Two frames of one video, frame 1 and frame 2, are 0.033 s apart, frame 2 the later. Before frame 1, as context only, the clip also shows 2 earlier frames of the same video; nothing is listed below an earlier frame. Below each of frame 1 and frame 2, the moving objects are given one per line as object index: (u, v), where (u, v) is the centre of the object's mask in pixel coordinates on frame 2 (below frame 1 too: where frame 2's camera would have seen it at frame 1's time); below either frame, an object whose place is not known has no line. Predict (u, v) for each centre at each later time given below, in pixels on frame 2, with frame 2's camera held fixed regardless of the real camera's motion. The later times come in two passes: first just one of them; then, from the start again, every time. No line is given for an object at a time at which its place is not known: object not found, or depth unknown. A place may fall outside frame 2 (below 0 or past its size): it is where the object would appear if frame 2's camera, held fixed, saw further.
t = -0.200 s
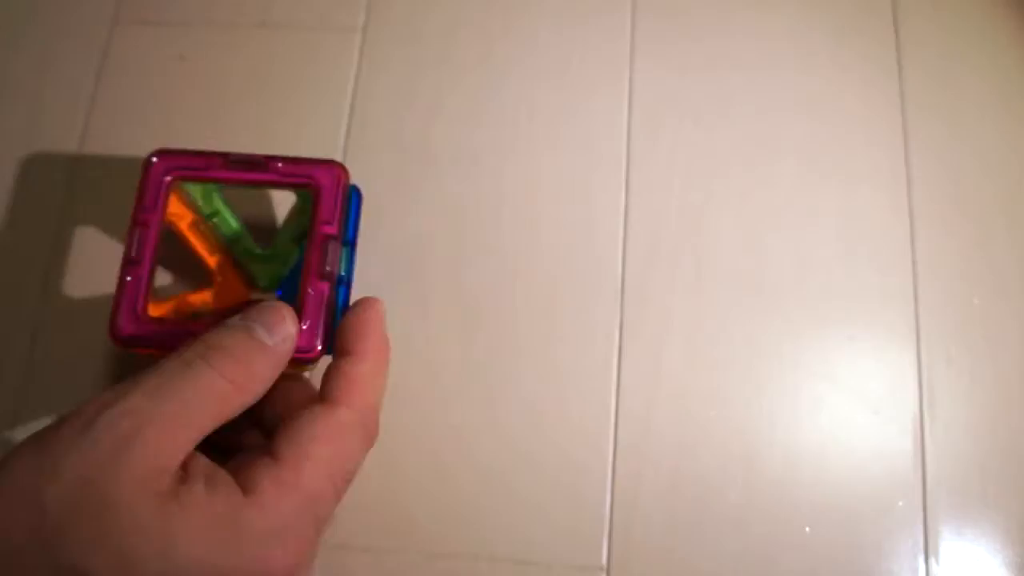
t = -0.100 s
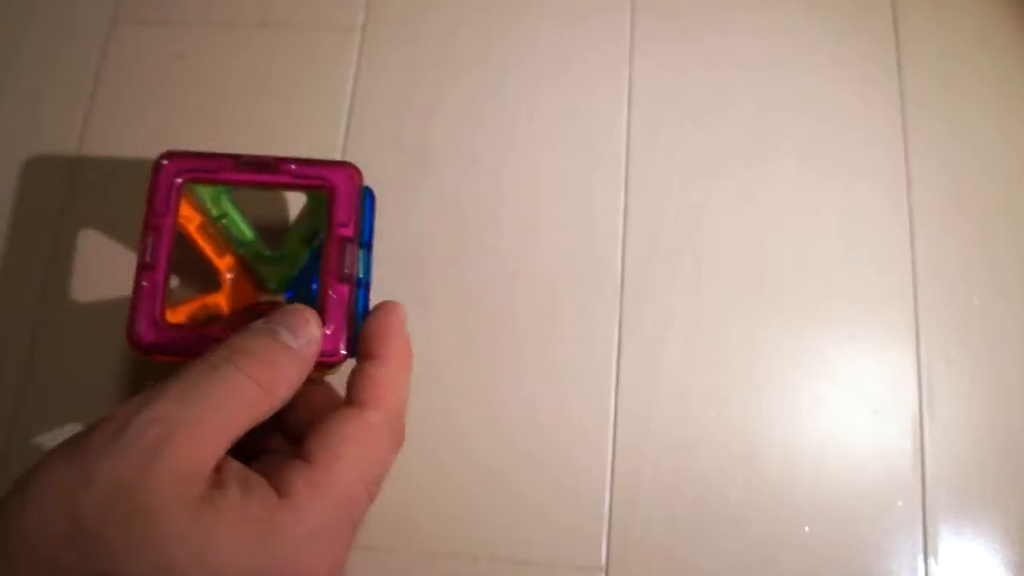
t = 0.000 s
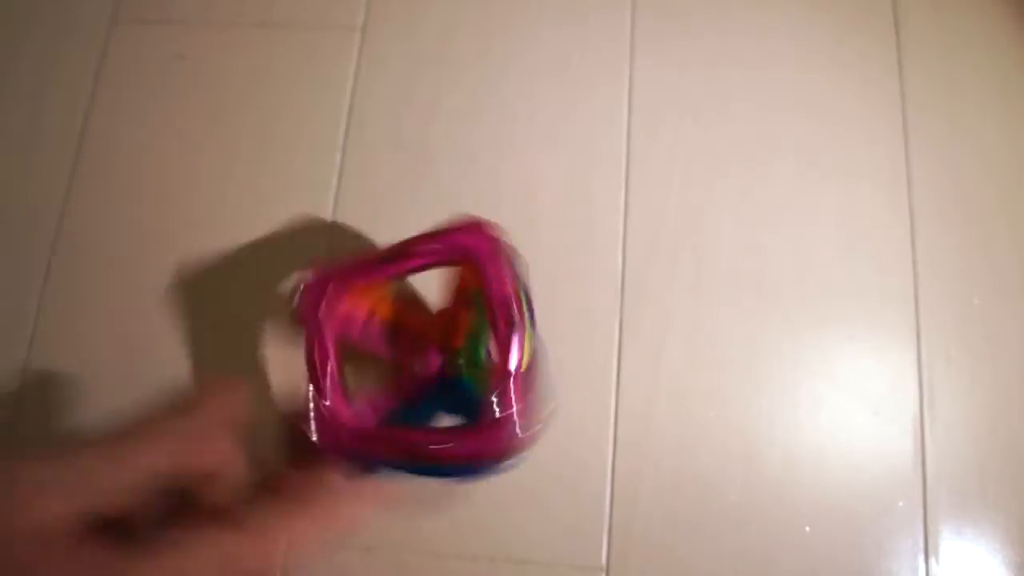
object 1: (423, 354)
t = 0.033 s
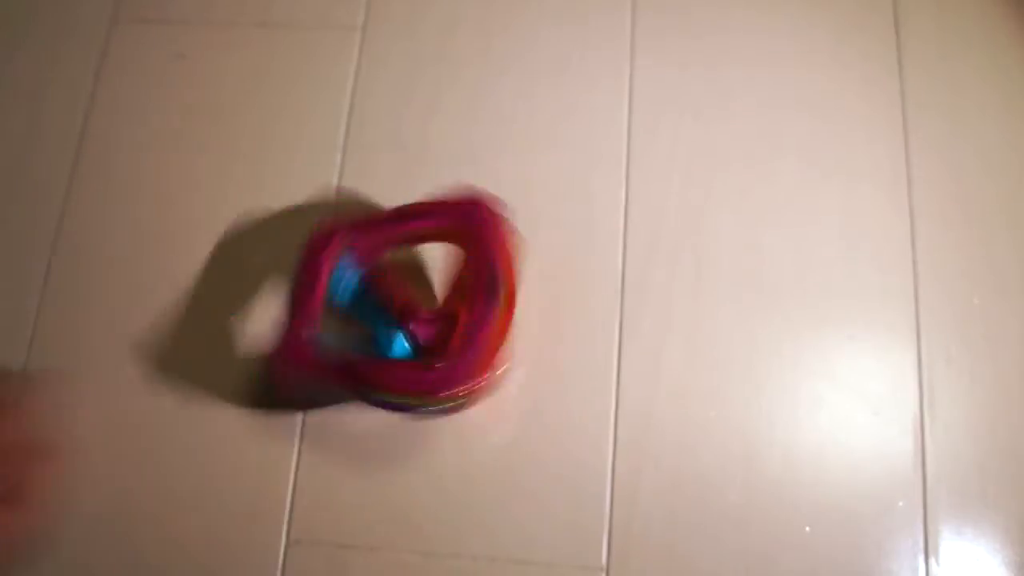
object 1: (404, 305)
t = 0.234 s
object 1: (327, 190)
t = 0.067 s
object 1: (389, 282)
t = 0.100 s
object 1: (363, 255)
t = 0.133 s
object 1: (350, 232)
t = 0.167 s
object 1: (341, 219)
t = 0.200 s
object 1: (329, 197)
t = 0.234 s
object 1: (327, 190)
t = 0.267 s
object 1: (316, 179)
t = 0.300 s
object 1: (304, 171)
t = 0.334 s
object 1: (291, 168)
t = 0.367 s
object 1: (270, 154)
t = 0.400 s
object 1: (260, 138)
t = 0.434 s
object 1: (240, 132)
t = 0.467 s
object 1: (227, 122)
